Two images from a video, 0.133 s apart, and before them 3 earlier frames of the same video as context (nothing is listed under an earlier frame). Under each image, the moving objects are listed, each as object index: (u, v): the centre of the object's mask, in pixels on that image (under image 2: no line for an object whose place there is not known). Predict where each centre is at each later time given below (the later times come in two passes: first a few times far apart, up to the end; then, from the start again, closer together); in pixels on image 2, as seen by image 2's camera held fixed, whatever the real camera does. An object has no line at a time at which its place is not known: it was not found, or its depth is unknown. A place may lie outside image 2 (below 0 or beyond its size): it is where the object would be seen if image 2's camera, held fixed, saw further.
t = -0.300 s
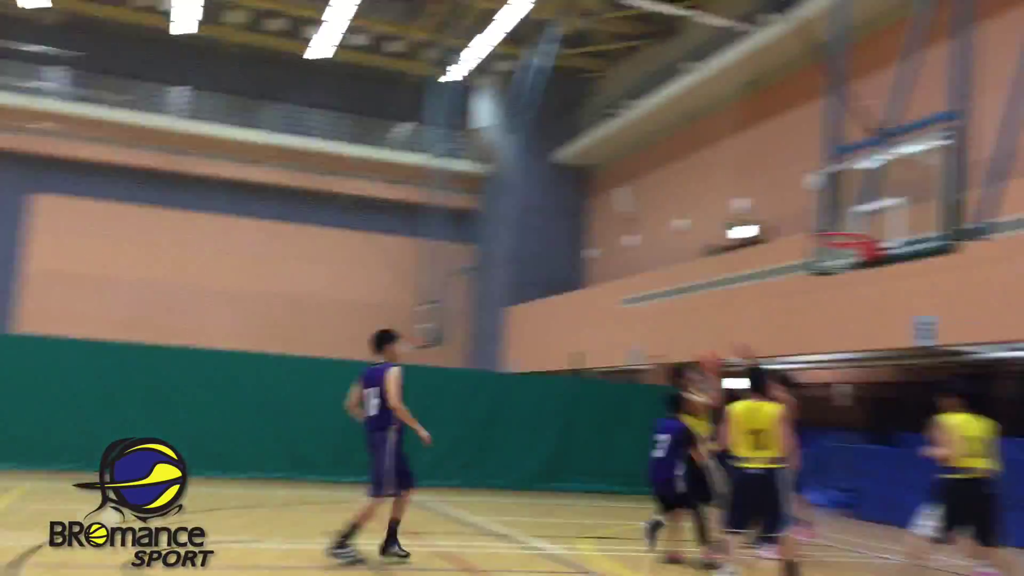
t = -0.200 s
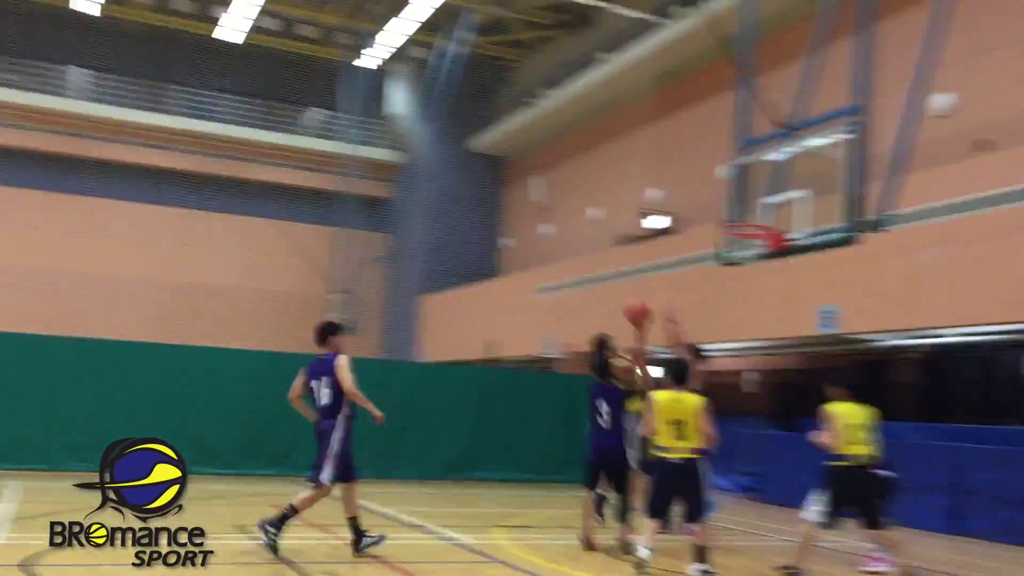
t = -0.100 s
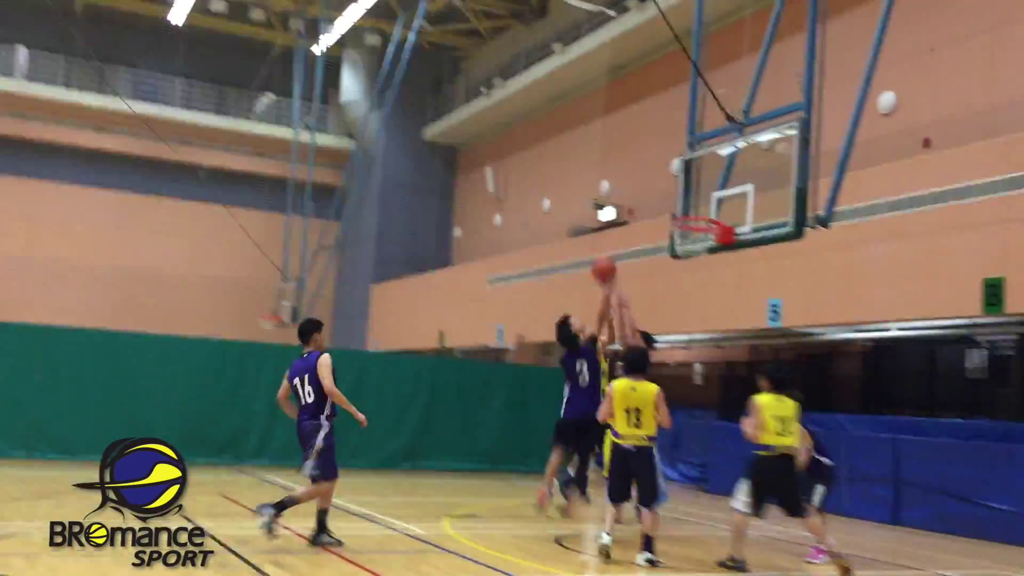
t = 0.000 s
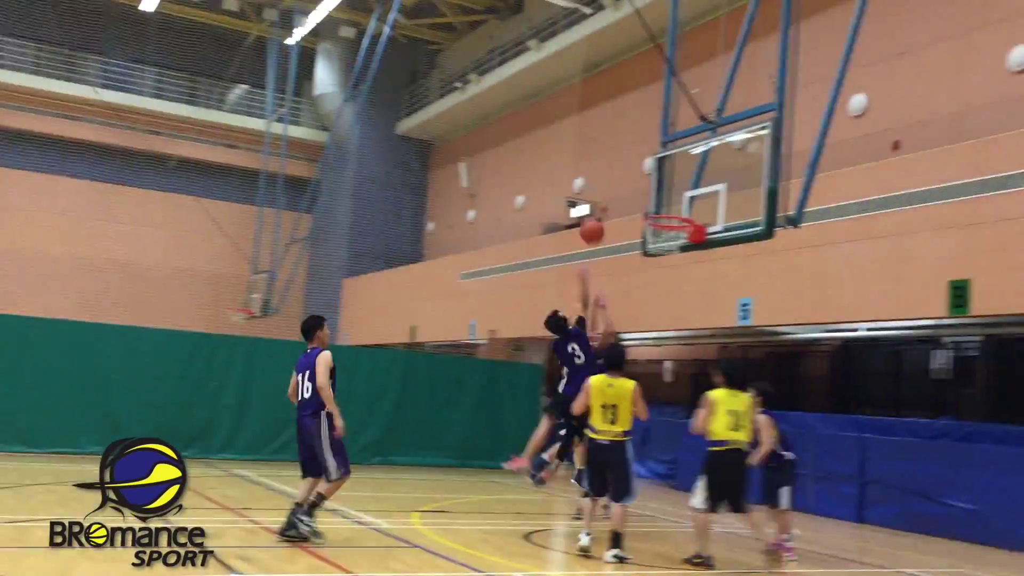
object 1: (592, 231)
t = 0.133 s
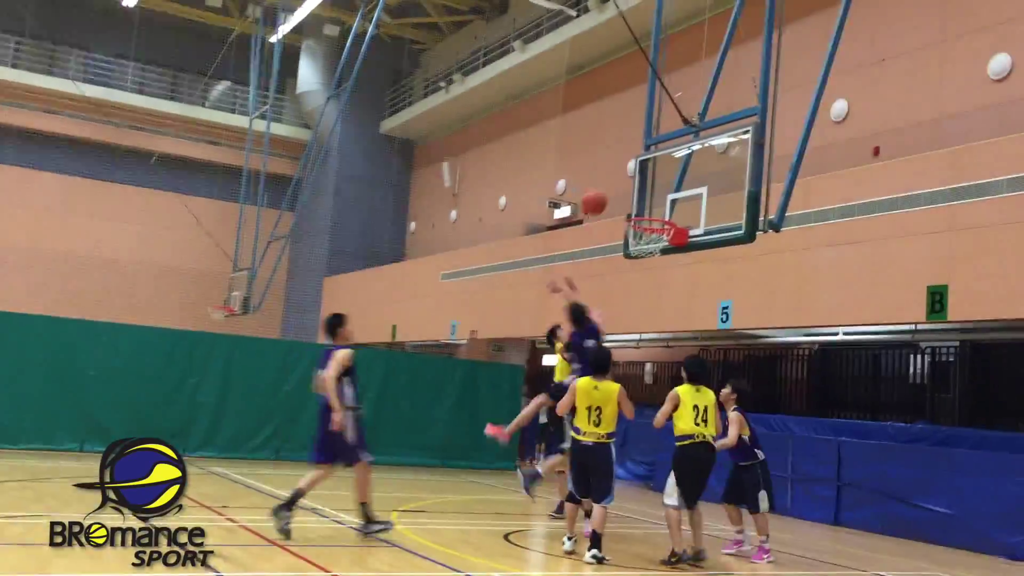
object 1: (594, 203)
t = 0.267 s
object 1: (613, 190)
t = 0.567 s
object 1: (654, 223)
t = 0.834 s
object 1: (663, 272)
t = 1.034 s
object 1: (658, 336)
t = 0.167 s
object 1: (599, 198)
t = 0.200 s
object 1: (604, 194)
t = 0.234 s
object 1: (609, 192)
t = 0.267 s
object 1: (613, 190)
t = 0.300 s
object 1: (618, 189)
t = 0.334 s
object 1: (623, 189)
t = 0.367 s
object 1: (627, 190)
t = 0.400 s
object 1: (631, 193)
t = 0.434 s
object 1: (635, 196)
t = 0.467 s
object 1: (640, 202)
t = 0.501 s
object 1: (643, 206)
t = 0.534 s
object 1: (648, 213)
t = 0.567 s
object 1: (654, 223)
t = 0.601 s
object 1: (650, 230)
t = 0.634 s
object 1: (656, 240)
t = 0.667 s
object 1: (662, 249)
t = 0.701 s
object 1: (661, 256)
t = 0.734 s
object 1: (664, 256)
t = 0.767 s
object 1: (663, 260)
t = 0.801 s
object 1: (663, 265)
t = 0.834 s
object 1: (663, 272)
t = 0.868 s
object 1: (662, 280)
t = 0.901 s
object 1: (661, 289)
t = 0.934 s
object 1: (661, 299)
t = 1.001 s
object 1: (659, 323)
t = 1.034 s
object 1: (658, 336)
